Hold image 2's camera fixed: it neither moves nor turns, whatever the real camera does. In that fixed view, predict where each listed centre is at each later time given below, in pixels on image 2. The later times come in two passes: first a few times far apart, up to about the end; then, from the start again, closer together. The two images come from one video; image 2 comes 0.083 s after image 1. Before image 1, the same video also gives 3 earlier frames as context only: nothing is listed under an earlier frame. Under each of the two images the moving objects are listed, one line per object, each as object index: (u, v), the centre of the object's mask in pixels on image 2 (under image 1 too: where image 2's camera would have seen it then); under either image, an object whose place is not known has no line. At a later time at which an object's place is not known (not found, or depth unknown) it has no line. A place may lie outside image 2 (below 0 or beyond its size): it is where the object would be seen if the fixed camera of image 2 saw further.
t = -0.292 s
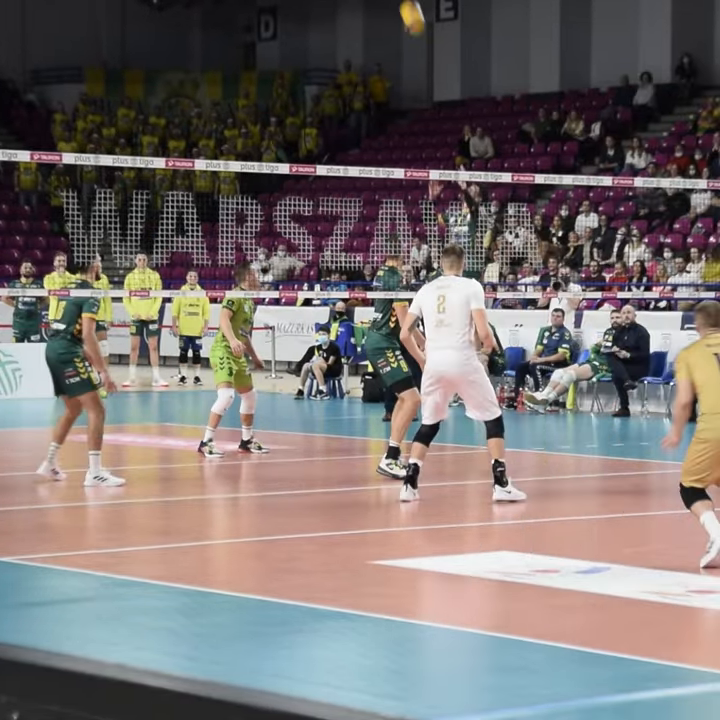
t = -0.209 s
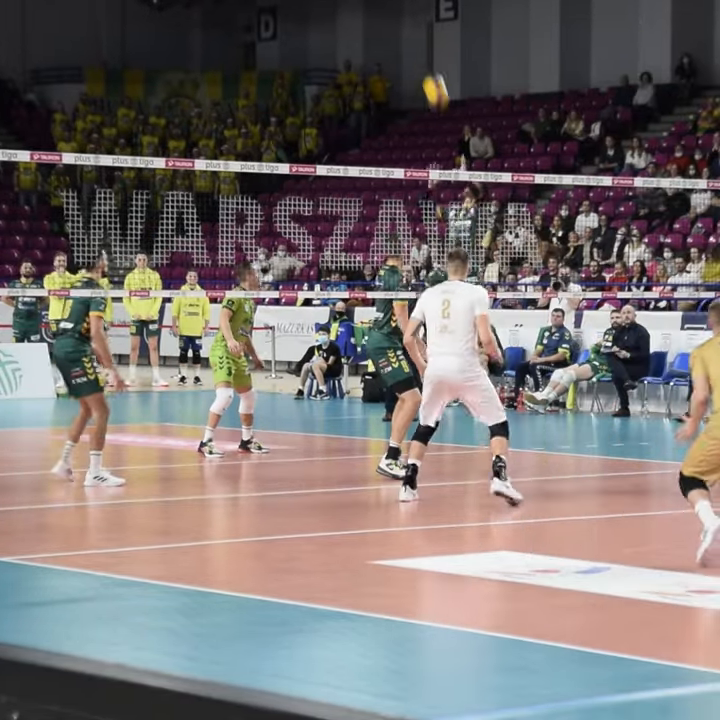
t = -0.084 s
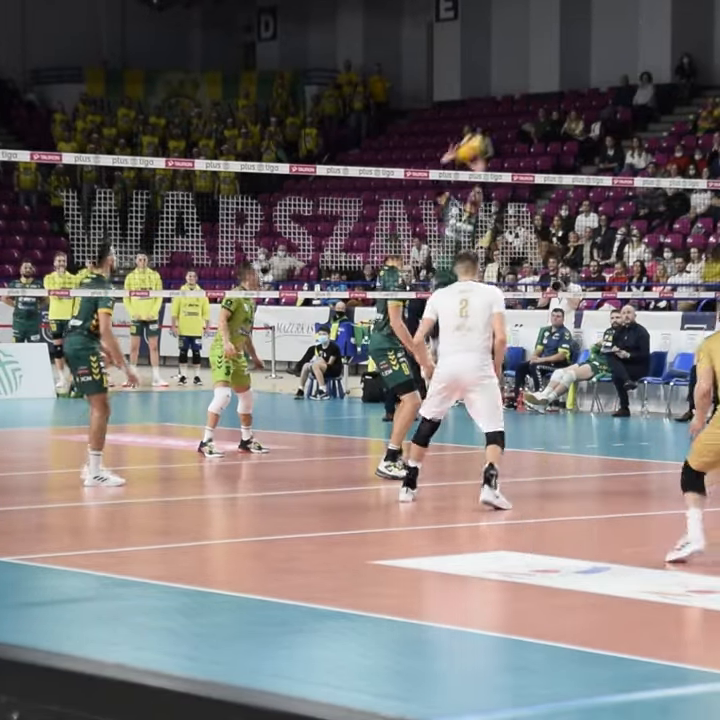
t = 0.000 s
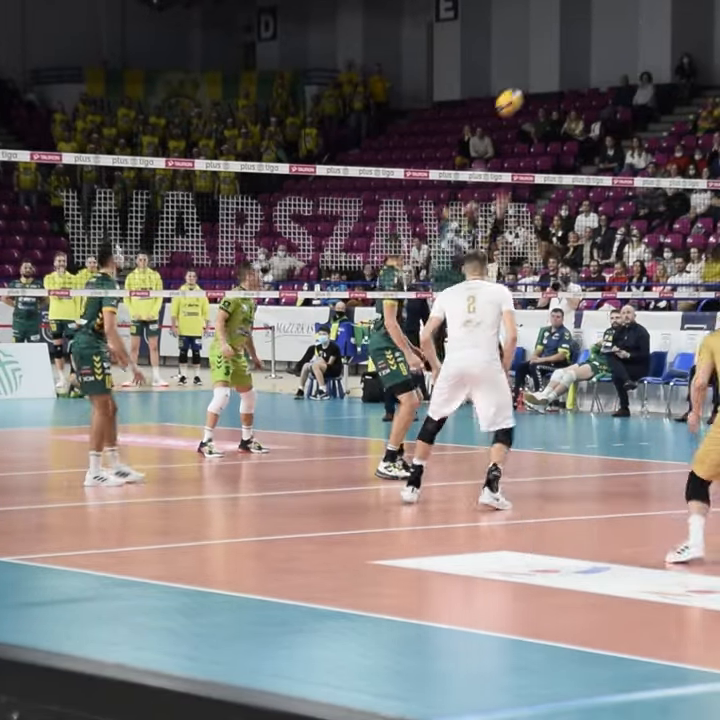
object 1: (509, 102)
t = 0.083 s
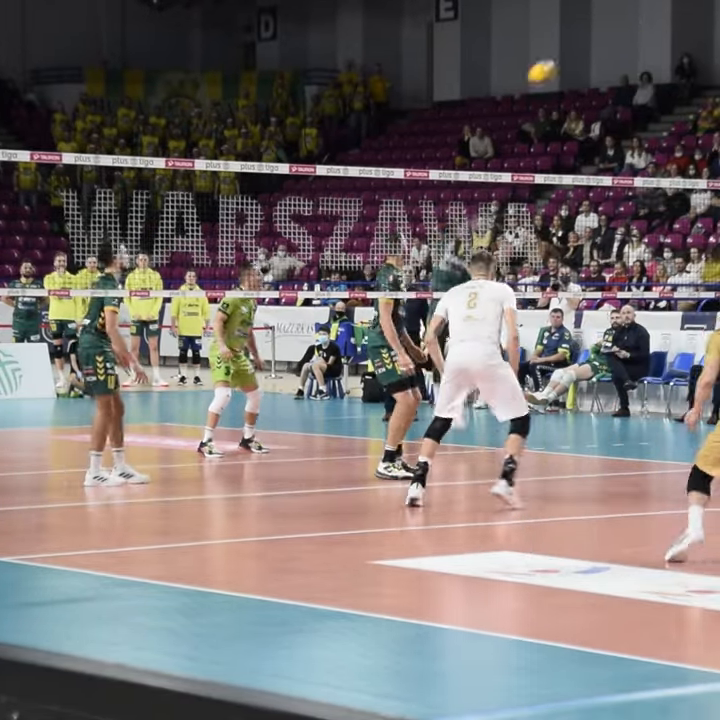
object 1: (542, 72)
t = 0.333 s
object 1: (643, 21)
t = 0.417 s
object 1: (680, 20)
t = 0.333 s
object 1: (643, 21)
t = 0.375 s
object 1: (662, 19)
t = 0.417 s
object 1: (680, 20)
